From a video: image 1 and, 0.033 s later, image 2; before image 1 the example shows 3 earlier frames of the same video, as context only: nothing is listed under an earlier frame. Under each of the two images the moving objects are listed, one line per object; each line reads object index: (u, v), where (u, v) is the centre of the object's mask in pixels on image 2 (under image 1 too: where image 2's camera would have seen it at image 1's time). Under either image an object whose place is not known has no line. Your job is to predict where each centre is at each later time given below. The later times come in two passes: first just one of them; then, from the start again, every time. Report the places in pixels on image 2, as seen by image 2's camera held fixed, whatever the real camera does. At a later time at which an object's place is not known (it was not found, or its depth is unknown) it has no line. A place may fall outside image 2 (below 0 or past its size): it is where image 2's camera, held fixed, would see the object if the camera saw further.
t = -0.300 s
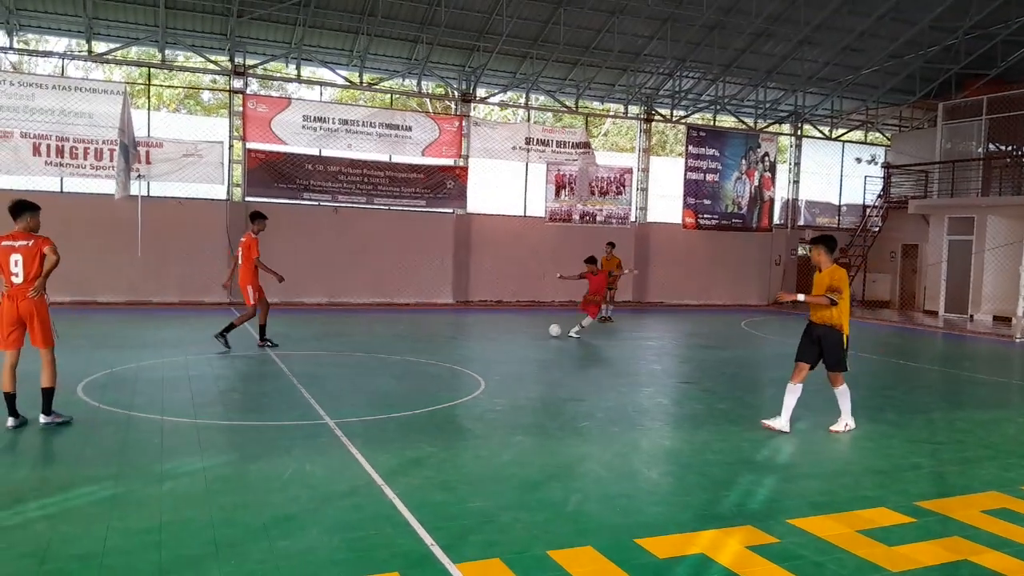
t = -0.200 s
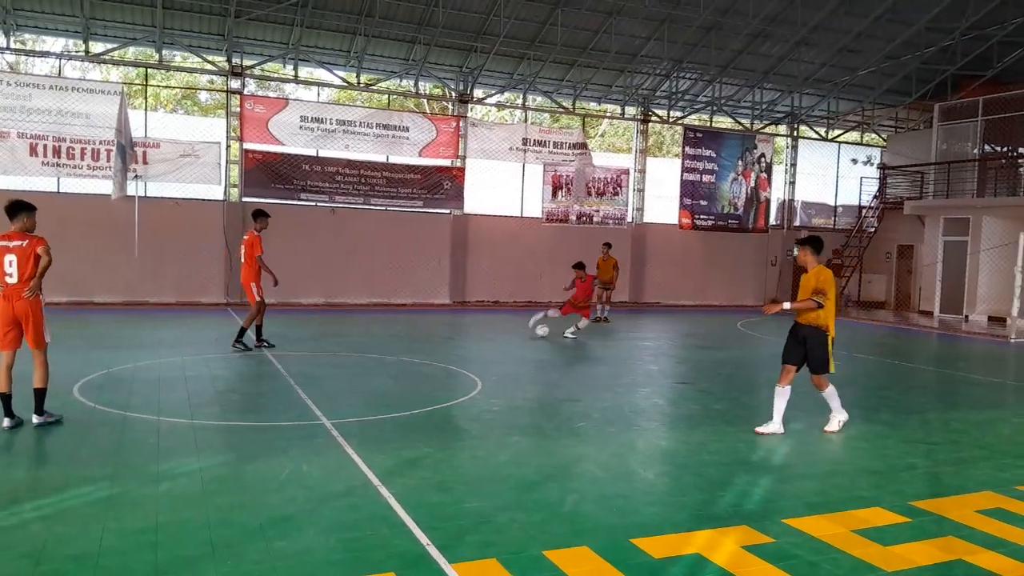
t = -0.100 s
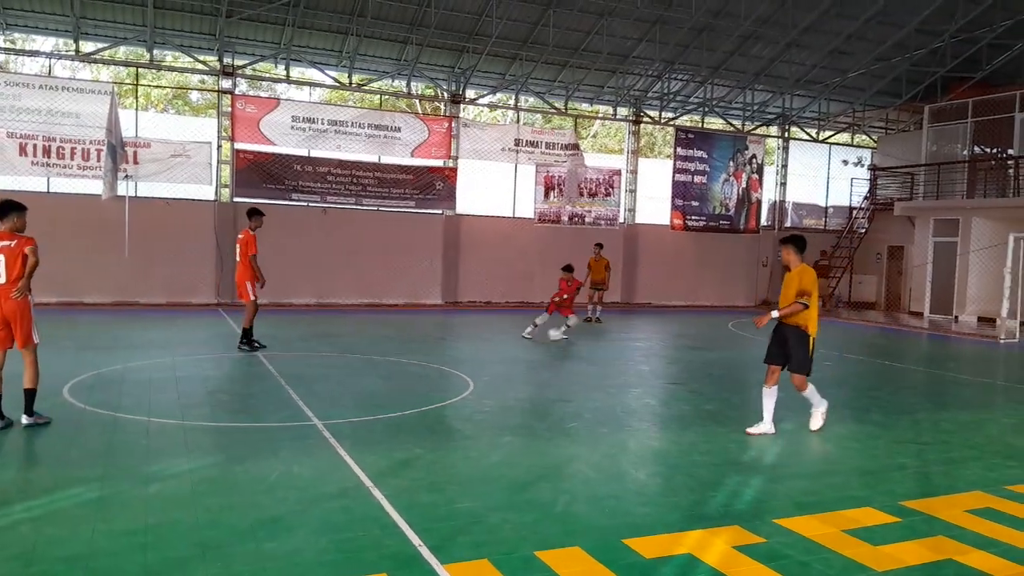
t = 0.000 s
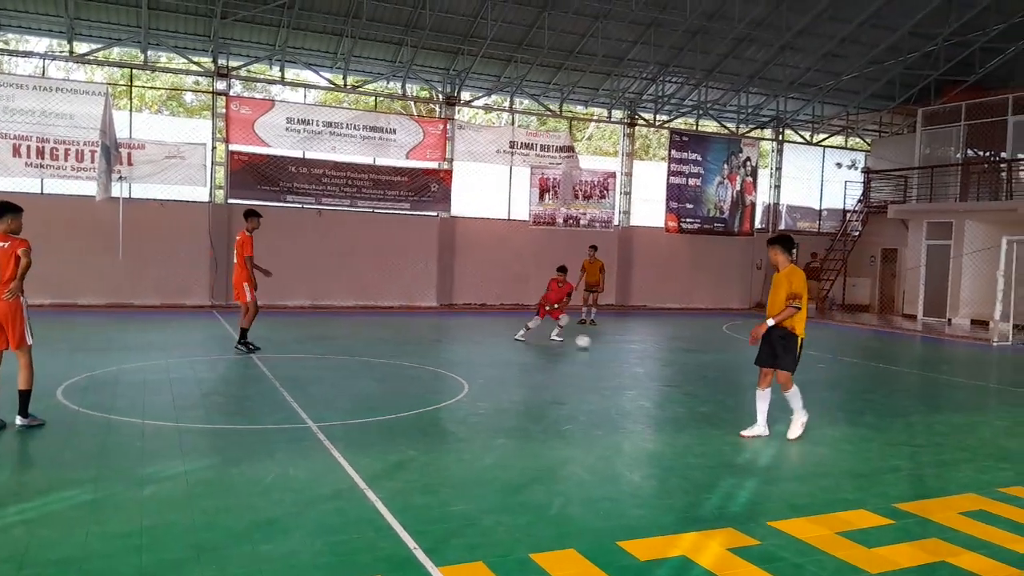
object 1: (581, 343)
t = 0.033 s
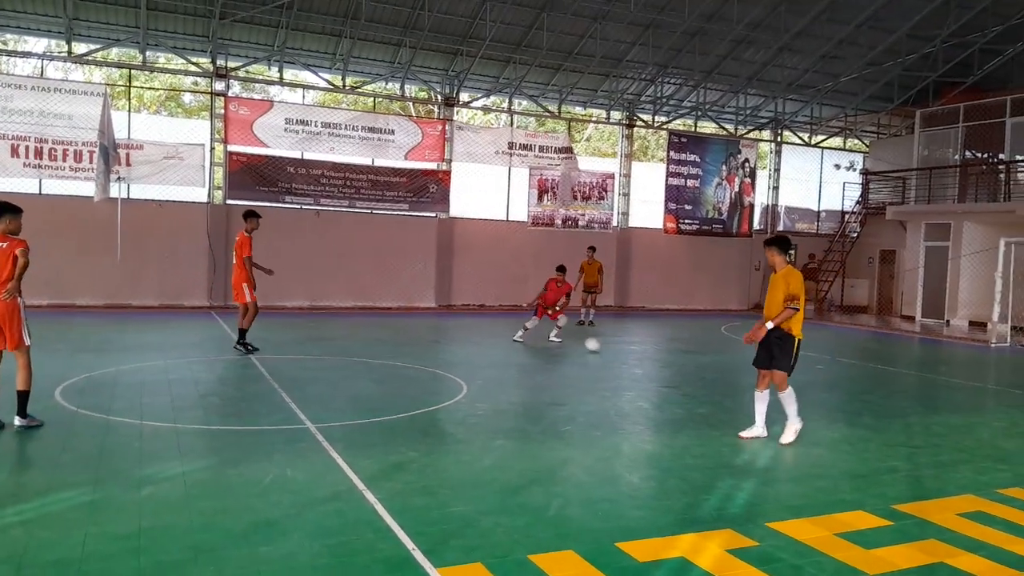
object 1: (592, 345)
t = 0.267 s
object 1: (667, 355)
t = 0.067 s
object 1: (603, 347)
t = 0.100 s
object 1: (613, 349)
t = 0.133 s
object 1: (624, 350)
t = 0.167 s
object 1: (636, 352)
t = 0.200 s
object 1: (644, 353)
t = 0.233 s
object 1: (655, 354)
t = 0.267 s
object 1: (667, 355)
